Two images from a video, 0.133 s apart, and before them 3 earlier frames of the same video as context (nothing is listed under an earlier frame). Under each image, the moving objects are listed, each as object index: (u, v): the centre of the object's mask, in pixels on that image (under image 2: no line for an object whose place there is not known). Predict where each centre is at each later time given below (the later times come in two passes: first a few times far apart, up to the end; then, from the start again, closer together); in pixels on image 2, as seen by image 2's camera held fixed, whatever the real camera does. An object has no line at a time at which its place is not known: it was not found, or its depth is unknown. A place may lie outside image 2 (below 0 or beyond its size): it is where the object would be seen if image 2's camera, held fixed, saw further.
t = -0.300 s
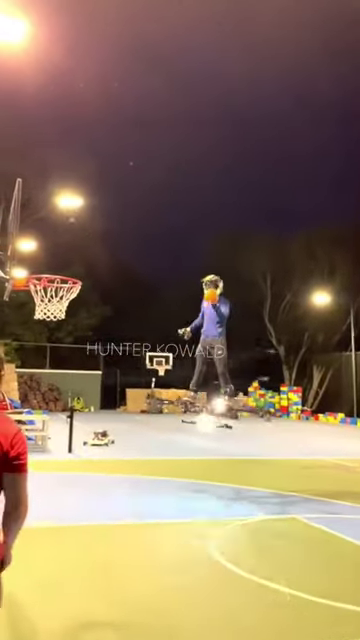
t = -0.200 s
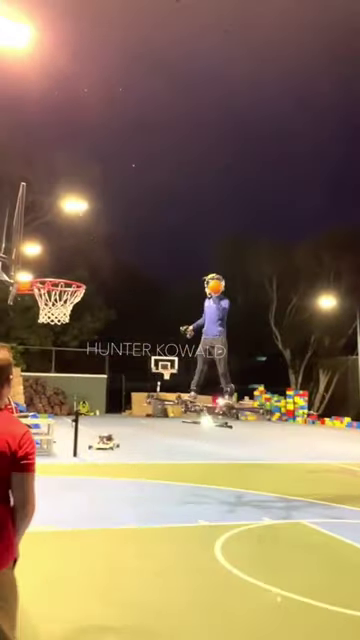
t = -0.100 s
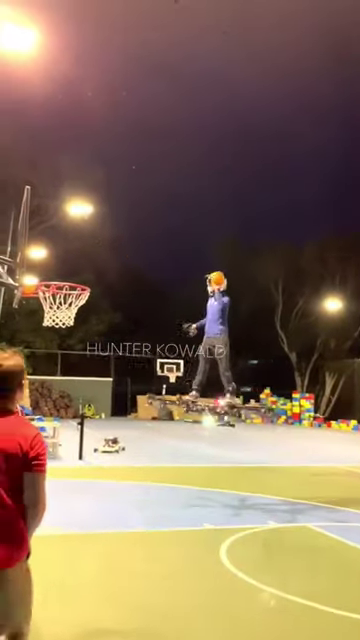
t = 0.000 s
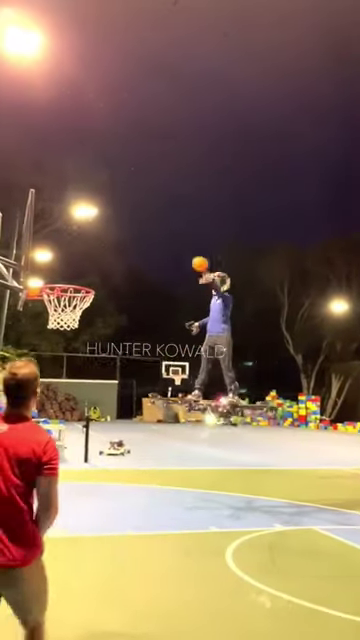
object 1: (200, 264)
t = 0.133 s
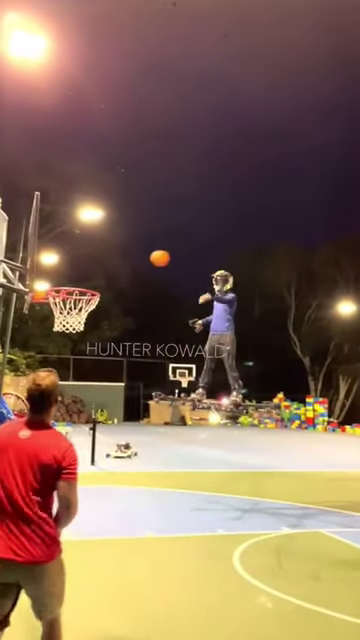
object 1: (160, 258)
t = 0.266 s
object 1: (101, 264)
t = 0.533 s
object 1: (67, 273)
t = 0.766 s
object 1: (103, 293)
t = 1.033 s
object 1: (134, 366)
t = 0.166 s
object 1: (146, 258)
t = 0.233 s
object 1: (117, 261)
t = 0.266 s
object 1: (101, 264)
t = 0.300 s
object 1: (84, 268)
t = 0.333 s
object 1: (66, 274)
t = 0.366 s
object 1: (48, 279)
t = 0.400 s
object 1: (43, 282)
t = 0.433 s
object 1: (49, 278)
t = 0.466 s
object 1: (55, 275)
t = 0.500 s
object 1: (61, 274)
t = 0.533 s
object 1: (67, 273)
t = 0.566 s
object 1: (73, 273)
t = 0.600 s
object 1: (78, 274)
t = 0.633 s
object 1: (83, 276)
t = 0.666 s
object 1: (88, 279)
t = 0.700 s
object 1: (93, 282)
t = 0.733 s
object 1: (98, 287)
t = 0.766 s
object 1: (103, 293)
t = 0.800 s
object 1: (107, 300)
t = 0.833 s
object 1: (111, 307)
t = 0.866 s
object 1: (115, 315)
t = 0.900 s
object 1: (119, 324)
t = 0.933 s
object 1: (123, 333)
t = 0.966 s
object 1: (127, 343)
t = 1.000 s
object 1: (130, 354)
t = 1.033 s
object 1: (134, 366)
